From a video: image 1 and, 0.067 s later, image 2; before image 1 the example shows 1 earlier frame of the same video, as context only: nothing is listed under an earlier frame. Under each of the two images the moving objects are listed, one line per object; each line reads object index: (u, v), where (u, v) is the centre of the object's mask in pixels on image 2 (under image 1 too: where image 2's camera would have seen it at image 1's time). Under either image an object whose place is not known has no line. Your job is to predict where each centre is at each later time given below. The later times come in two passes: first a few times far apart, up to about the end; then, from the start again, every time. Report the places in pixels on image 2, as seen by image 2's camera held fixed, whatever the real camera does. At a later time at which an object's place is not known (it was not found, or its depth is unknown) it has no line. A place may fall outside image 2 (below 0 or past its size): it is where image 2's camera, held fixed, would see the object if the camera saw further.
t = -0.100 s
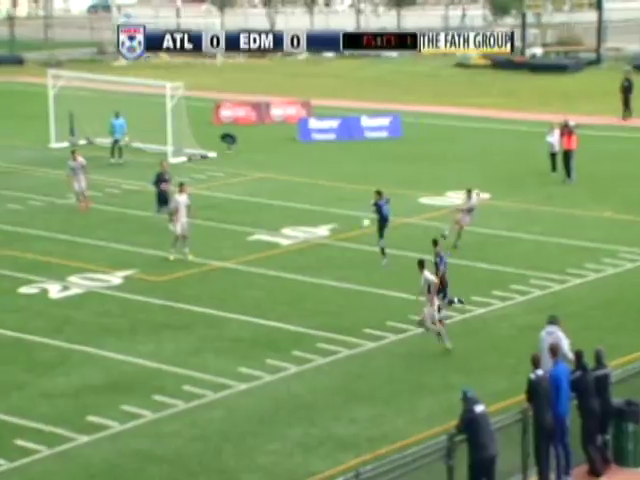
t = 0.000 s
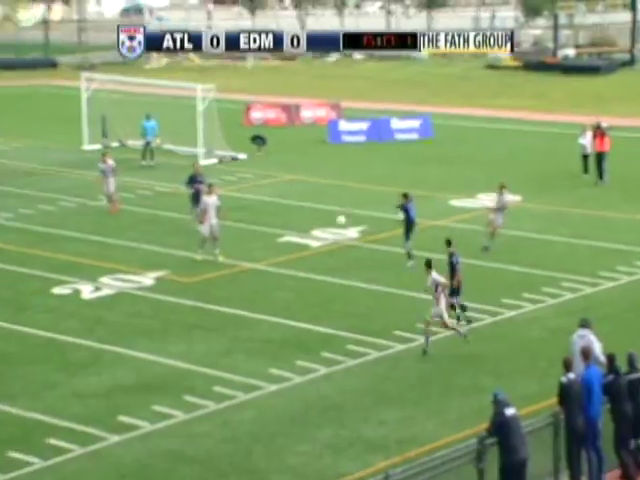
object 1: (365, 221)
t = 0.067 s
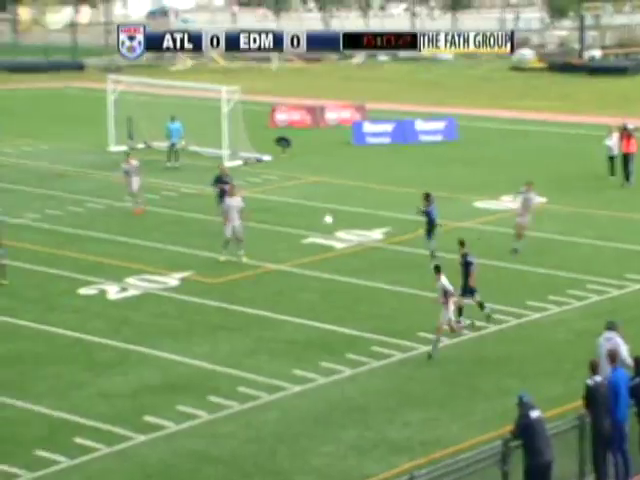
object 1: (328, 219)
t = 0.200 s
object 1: (253, 223)
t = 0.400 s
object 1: (140, 248)
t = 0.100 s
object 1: (309, 219)
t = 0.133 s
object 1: (290, 220)
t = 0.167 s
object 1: (272, 222)
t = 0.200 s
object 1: (253, 223)
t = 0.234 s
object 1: (235, 226)
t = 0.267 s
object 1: (215, 229)
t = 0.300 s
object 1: (197, 233)
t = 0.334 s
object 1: (178, 237)
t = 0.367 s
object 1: (159, 242)
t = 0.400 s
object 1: (140, 248)
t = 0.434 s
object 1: (120, 254)
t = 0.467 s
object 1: (101, 261)
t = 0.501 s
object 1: (81, 268)
